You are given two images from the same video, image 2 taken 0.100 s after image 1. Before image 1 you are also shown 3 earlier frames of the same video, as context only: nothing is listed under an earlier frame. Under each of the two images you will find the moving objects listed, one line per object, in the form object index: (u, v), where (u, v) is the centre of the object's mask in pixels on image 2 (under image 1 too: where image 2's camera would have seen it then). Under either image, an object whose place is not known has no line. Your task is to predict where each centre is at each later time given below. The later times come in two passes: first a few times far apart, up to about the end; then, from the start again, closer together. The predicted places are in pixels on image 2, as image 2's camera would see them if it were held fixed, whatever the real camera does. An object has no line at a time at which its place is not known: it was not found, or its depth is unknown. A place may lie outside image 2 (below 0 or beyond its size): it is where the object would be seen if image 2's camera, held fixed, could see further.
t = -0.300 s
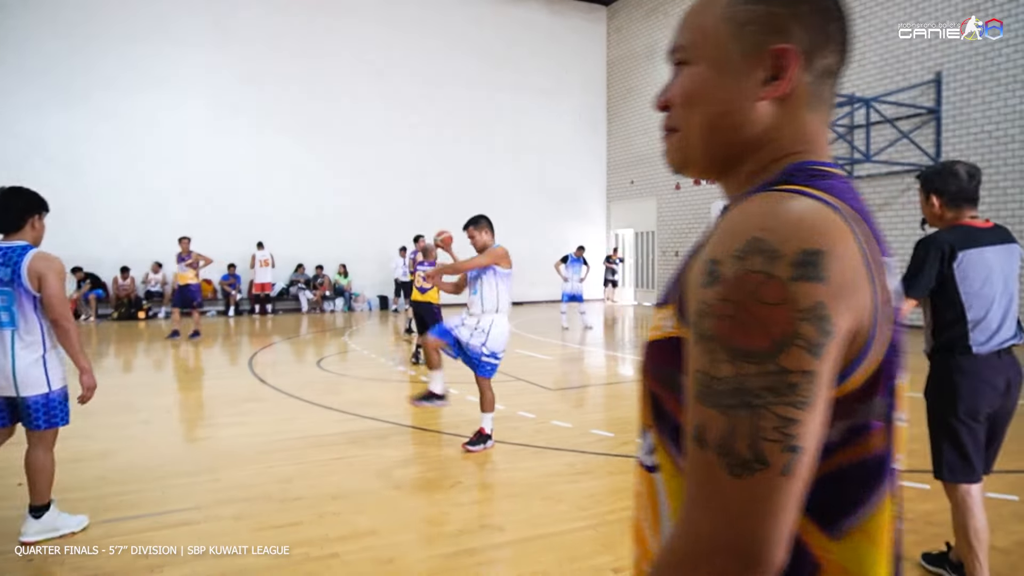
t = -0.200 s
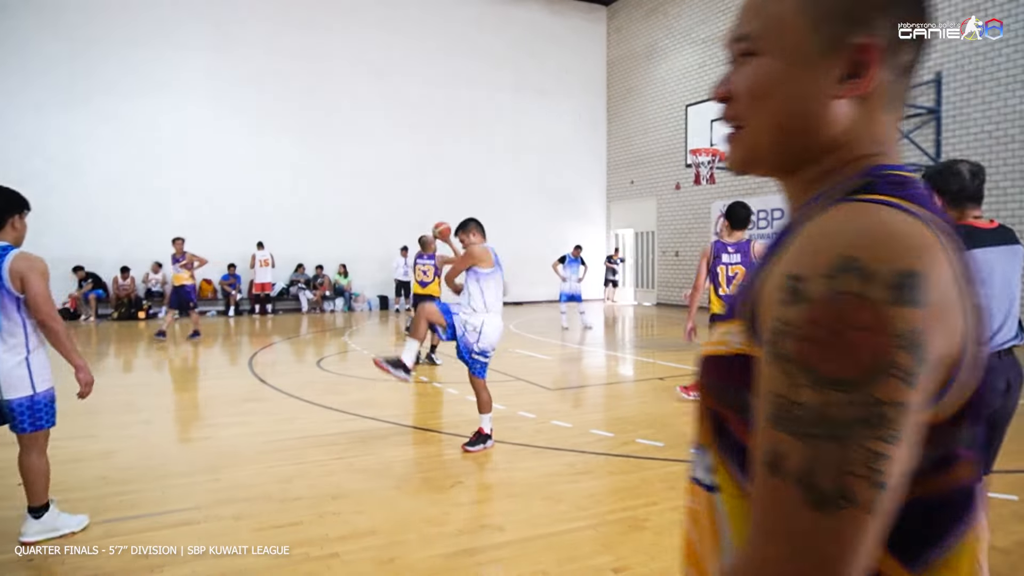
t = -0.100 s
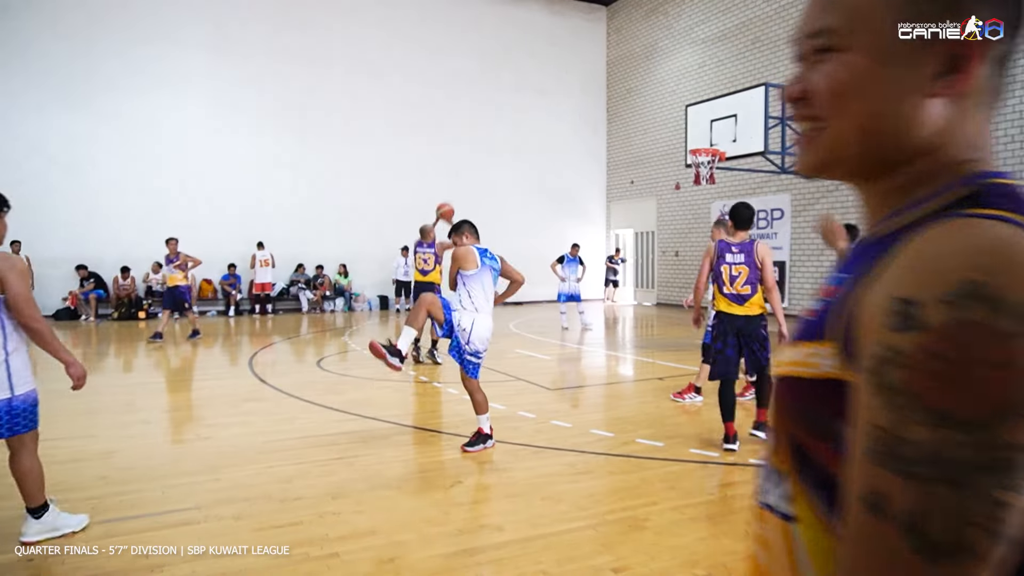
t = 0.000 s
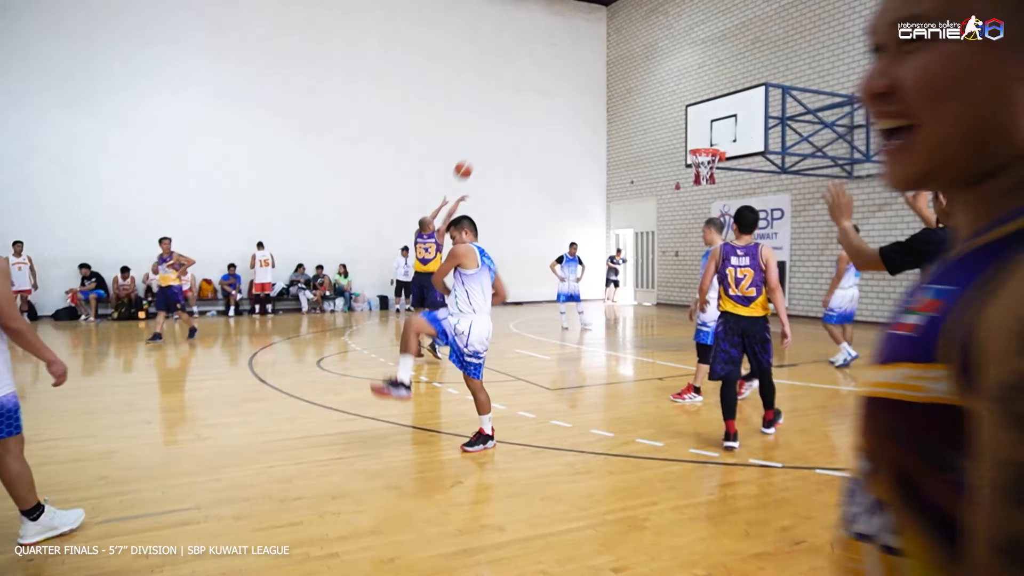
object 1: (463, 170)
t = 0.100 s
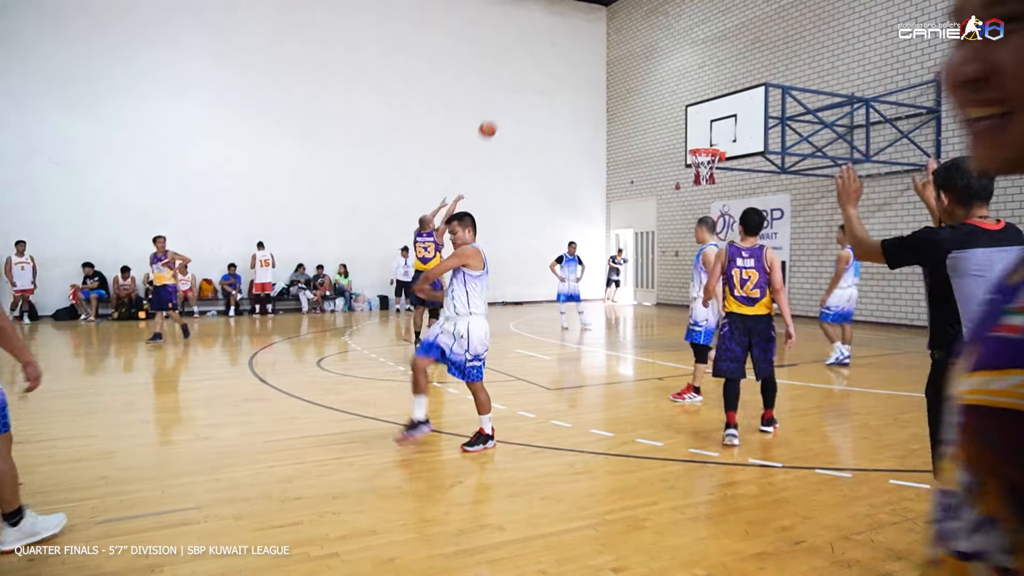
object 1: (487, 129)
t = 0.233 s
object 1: (518, 88)
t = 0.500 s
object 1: (574, 49)
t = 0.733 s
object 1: (617, 56)
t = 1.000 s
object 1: (662, 104)
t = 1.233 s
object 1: (662, 144)
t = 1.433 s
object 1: (615, 154)
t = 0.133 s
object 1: (495, 118)
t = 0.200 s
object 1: (510, 97)
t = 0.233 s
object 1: (518, 88)
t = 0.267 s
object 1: (525, 80)
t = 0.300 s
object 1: (532, 73)
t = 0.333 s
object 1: (539, 68)
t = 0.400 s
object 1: (554, 58)
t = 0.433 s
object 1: (561, 54)
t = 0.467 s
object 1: (567, 51)
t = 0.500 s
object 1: (574, 49)
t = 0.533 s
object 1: (580, 48)
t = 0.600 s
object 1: (593, 48)
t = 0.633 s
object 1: (599, 49)
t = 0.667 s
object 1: (606, 50)
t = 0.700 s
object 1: (611, 52)
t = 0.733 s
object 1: (617, 56)
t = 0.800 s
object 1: (629, 64)
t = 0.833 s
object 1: (634, 69)
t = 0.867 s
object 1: (640, 75)
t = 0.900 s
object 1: (646, 82)
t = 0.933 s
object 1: (651, 89)
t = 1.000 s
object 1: (662, 104)
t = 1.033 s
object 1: (667, 112)
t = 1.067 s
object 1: (673, 122)
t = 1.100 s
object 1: (677, 133)
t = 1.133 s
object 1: (681, 143)
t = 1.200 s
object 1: (670, 144)
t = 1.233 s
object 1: (662, 144)
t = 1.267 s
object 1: (653, 145)
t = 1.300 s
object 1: (646, 145)
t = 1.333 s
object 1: (638, 146)
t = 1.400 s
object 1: (622, 151)
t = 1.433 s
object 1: (615, 154)
